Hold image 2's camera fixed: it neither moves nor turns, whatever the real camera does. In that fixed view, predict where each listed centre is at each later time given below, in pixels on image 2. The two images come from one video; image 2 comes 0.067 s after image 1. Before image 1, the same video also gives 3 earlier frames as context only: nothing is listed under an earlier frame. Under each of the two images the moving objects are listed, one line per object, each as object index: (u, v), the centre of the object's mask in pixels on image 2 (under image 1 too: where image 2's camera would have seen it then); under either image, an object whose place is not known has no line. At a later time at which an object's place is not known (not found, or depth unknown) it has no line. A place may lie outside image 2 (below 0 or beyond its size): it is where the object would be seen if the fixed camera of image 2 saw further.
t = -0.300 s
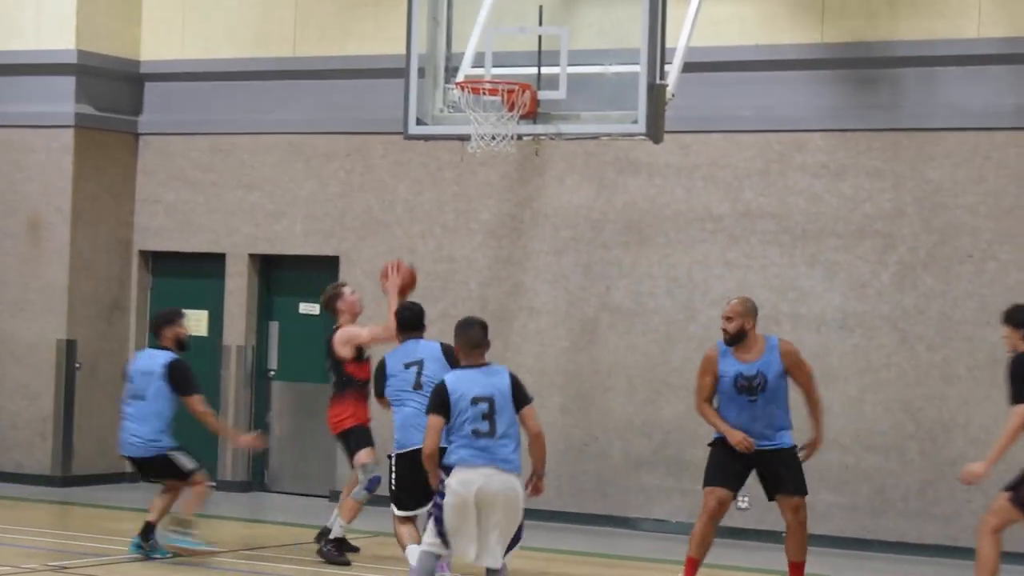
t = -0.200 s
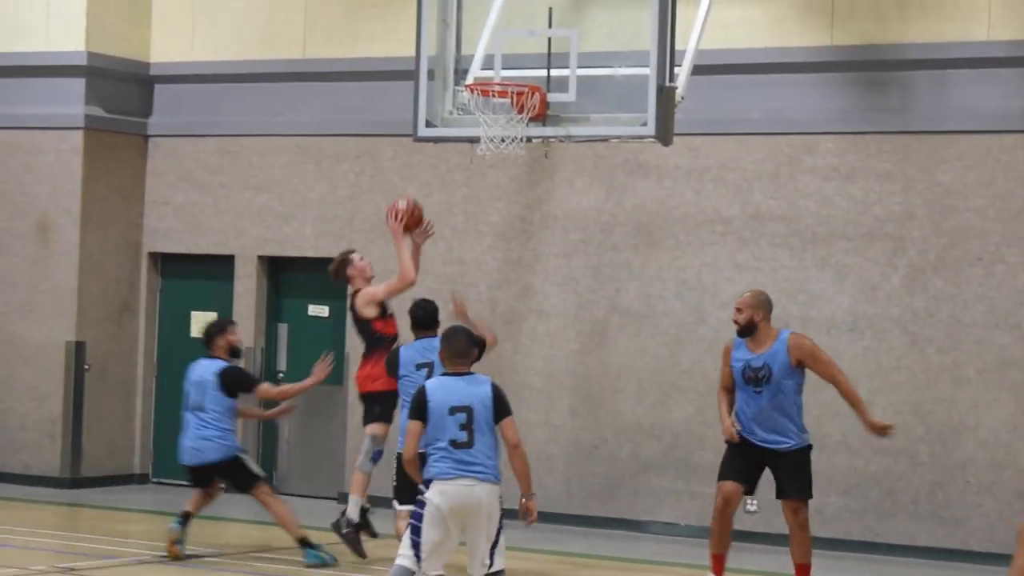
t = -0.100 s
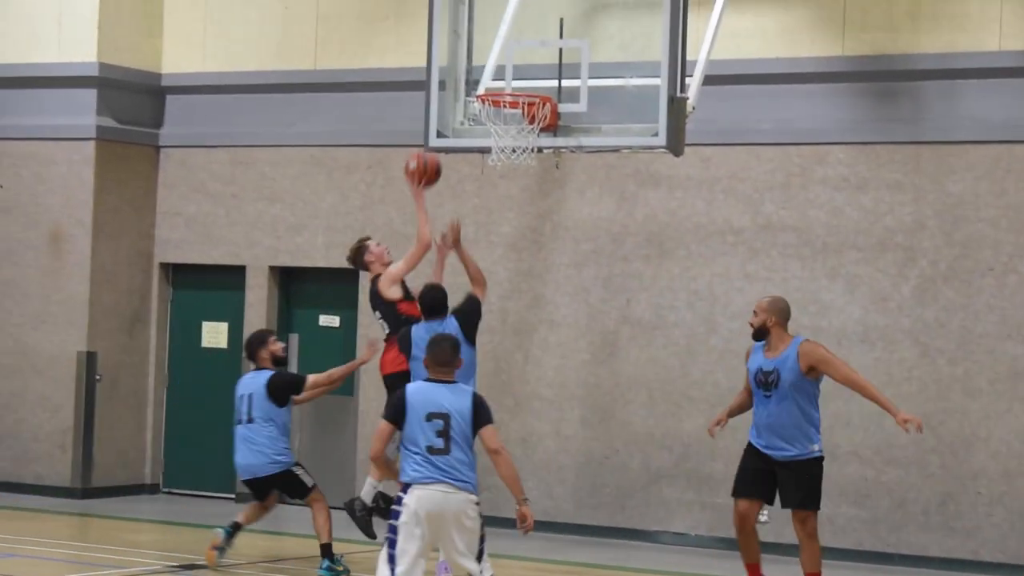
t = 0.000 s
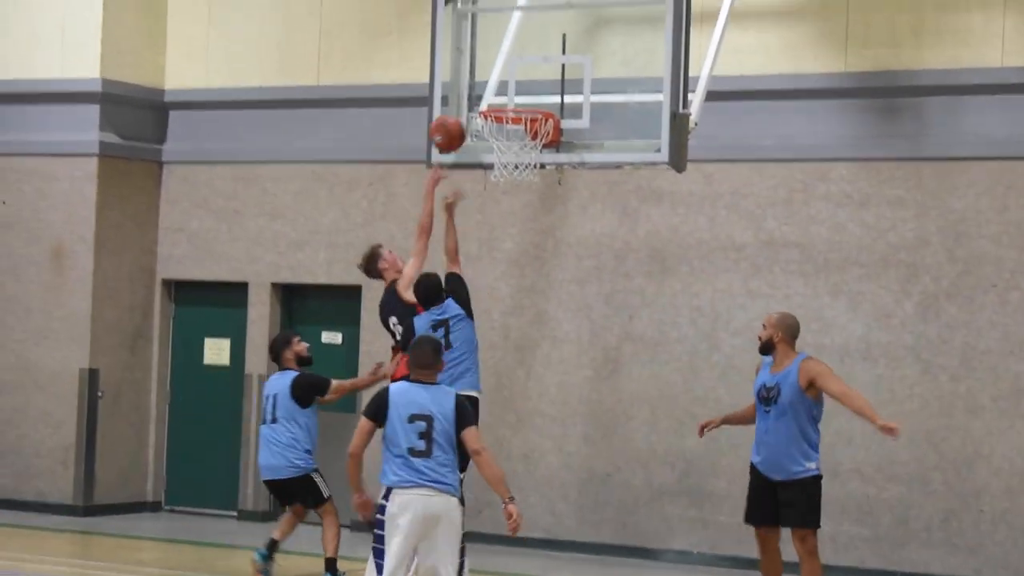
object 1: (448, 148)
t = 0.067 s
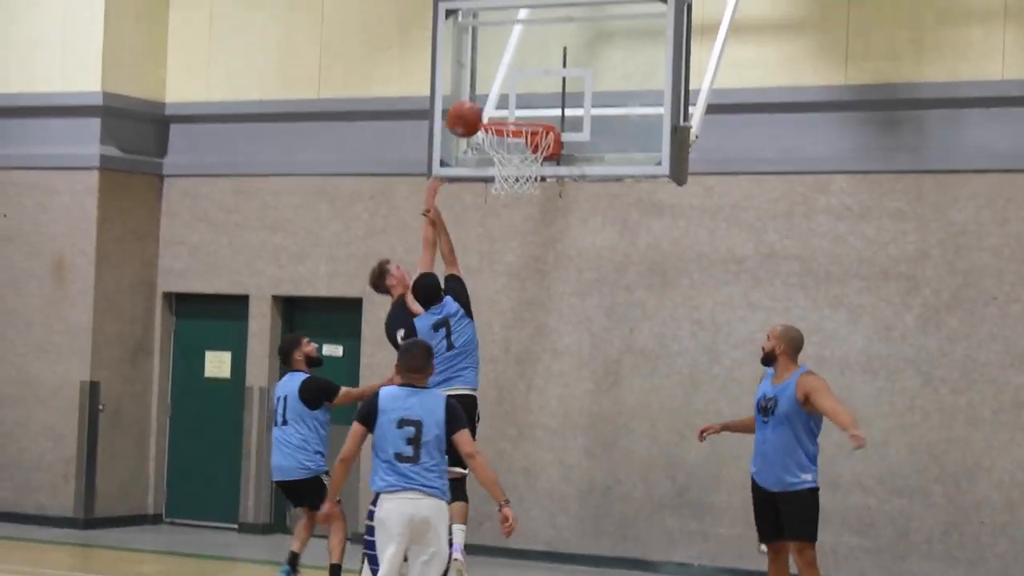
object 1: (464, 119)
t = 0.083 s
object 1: (468, 113)
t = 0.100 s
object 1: (472, 107)
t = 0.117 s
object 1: (476, 103)
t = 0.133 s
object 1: (481, 98)
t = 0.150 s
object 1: (485, 94)
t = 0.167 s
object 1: (488, 90)
